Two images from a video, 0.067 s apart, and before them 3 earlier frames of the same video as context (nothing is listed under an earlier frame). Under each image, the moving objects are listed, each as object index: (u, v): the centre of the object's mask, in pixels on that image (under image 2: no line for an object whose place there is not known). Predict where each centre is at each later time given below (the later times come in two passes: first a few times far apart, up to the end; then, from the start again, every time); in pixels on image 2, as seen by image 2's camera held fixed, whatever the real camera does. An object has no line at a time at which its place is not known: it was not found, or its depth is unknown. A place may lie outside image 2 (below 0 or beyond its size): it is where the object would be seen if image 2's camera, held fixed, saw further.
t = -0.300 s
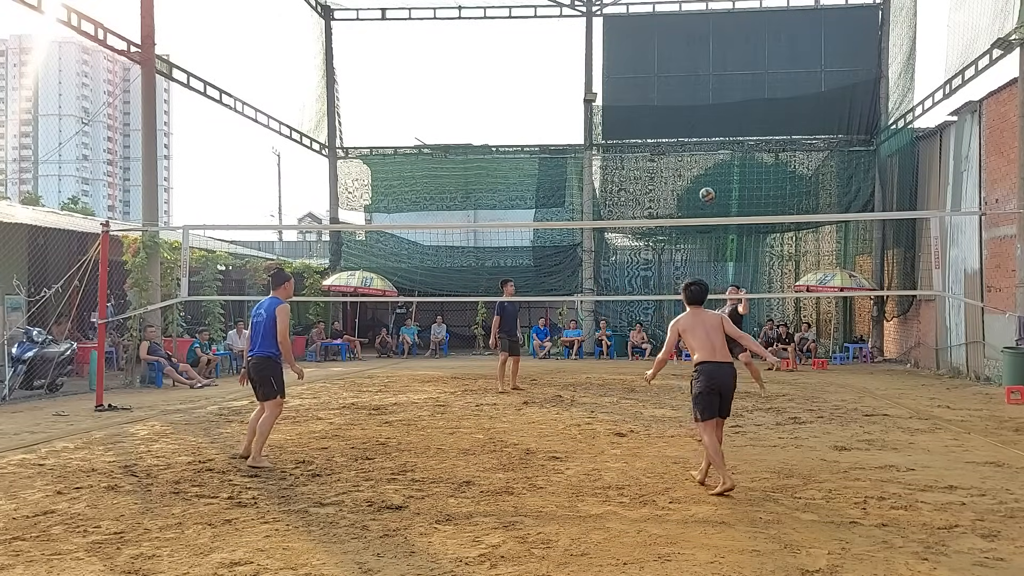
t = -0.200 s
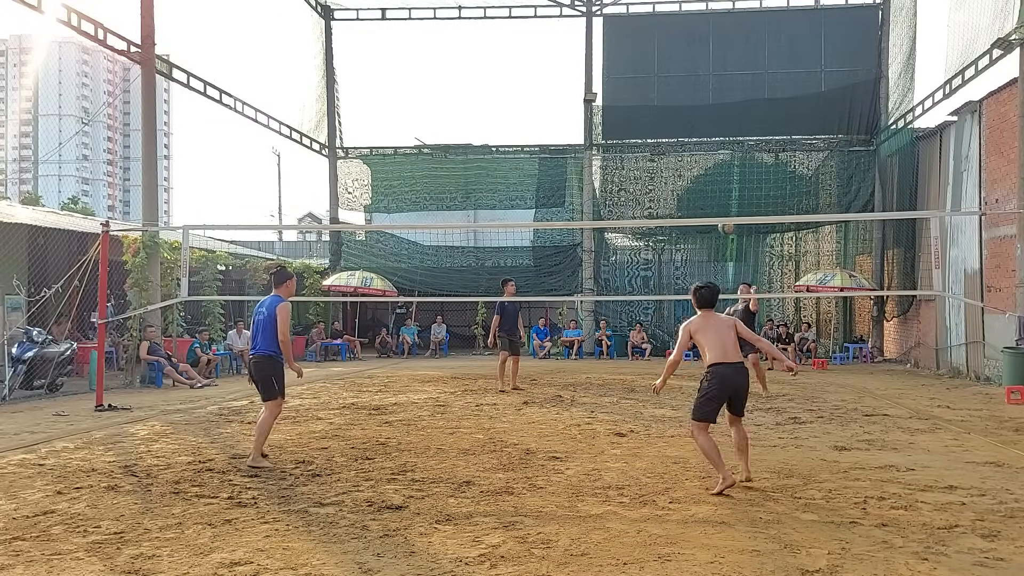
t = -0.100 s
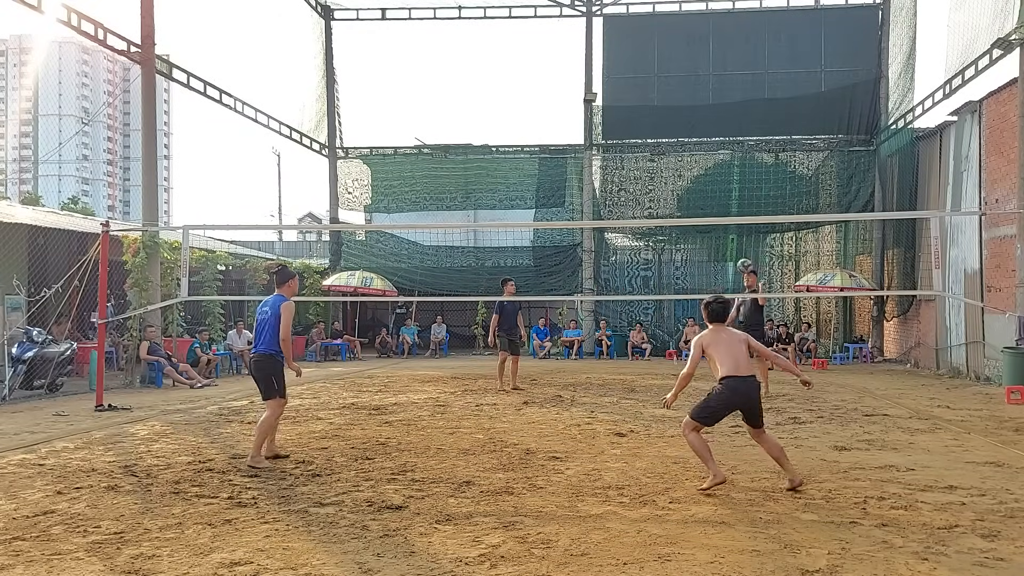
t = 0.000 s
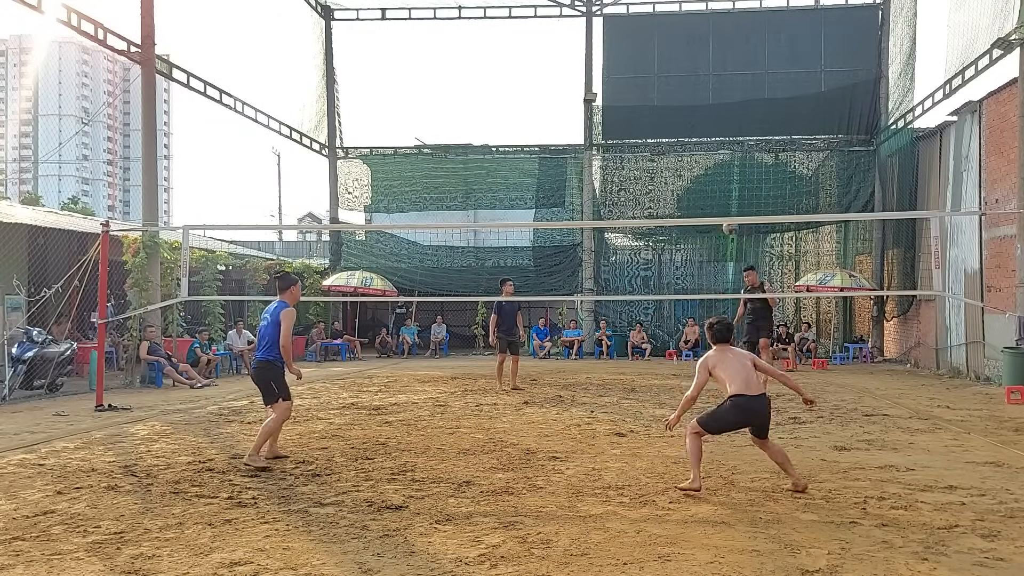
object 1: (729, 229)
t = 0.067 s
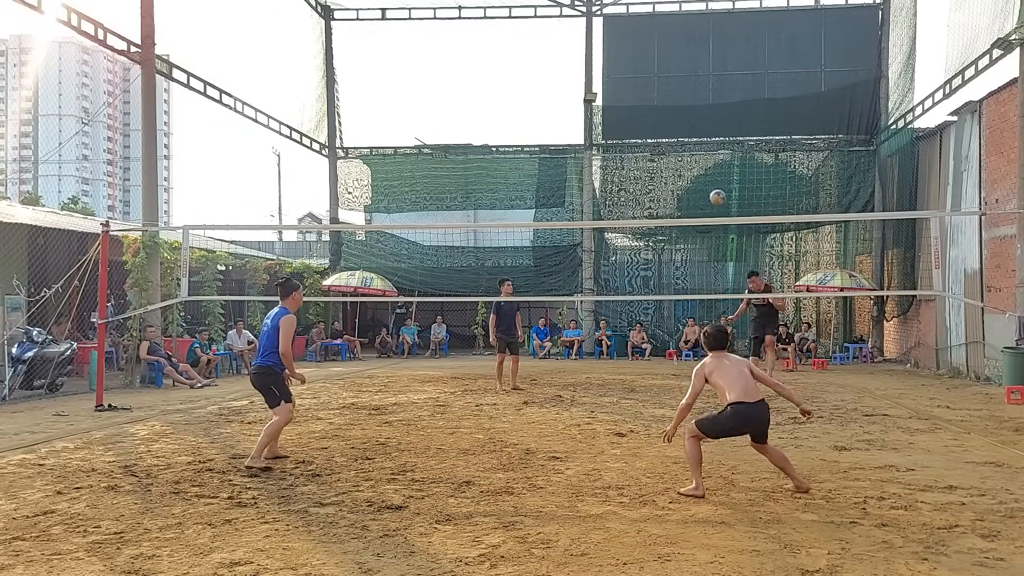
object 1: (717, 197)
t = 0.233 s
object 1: (684, 130)
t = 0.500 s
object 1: (621, 49)
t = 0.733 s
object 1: (553, 18)
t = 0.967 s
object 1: (469, 40)
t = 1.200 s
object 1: (363, 135)
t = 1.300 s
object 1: (308, 208)
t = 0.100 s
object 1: (710, 183)
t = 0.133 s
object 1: (704, 169)
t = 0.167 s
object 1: (698, 155)
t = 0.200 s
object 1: (691, 142)
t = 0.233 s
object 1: (684, 130)
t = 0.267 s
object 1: (677, 118)
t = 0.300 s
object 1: (670, 106)
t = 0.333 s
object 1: (662, 94)
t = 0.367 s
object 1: (654, 84)
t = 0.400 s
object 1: (646, 74)
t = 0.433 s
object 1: (638, 65)
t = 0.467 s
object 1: (630, 57)
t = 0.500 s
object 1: (621, 49)
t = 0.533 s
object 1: (612, 42)
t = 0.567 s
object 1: (604, 36)
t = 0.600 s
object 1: (595, 30)
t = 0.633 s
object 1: (584, 26)
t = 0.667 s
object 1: (574, 23)
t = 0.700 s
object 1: (564, 20)
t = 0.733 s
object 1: (553, 18)
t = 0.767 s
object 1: (543, 18)
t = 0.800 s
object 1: (531, 18)
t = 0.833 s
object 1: (519, 20)
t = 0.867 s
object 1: (507, 23)
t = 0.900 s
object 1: (495, 27)
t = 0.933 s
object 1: (482, 33)
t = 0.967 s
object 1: (469, 40)
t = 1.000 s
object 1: (456, 48)
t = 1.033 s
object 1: (442, 58)
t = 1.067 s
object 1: (427, 70)
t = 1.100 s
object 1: (412, 83)
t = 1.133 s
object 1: (396, 99)
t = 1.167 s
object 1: (380, 116)
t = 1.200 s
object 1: (363, 135)
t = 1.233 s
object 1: (345, 156)
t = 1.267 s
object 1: (327, 180)
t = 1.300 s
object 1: (308, 208)
